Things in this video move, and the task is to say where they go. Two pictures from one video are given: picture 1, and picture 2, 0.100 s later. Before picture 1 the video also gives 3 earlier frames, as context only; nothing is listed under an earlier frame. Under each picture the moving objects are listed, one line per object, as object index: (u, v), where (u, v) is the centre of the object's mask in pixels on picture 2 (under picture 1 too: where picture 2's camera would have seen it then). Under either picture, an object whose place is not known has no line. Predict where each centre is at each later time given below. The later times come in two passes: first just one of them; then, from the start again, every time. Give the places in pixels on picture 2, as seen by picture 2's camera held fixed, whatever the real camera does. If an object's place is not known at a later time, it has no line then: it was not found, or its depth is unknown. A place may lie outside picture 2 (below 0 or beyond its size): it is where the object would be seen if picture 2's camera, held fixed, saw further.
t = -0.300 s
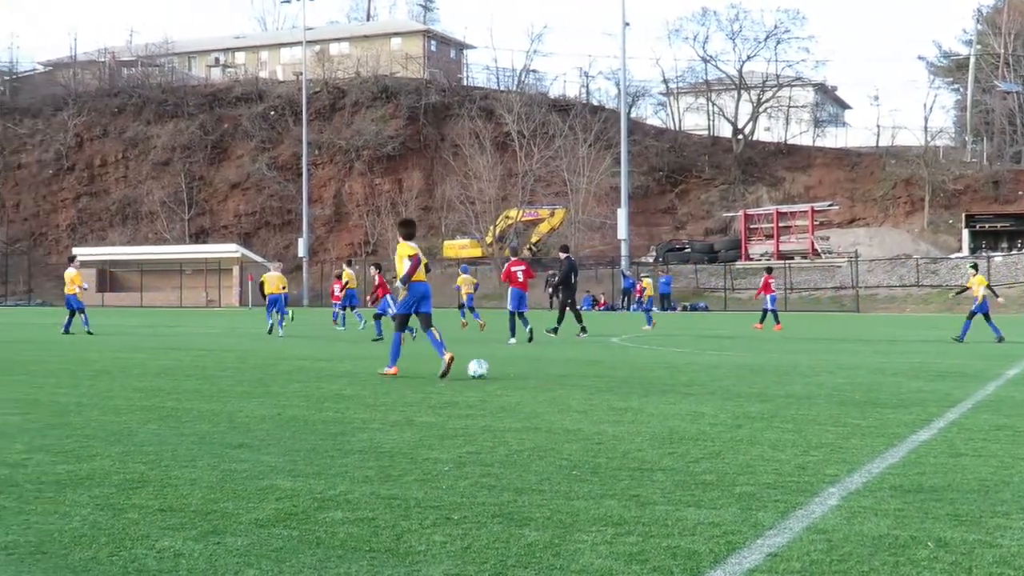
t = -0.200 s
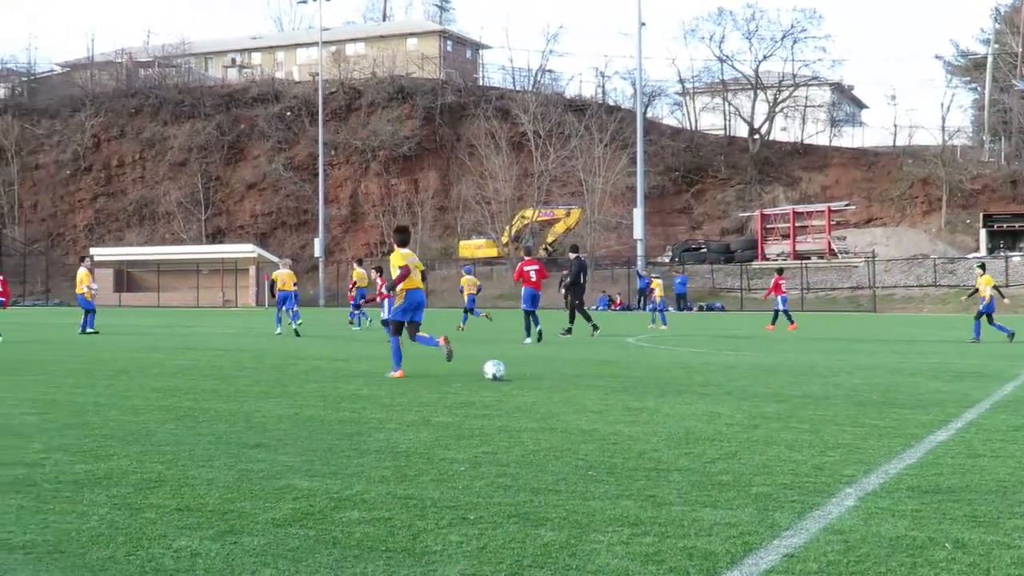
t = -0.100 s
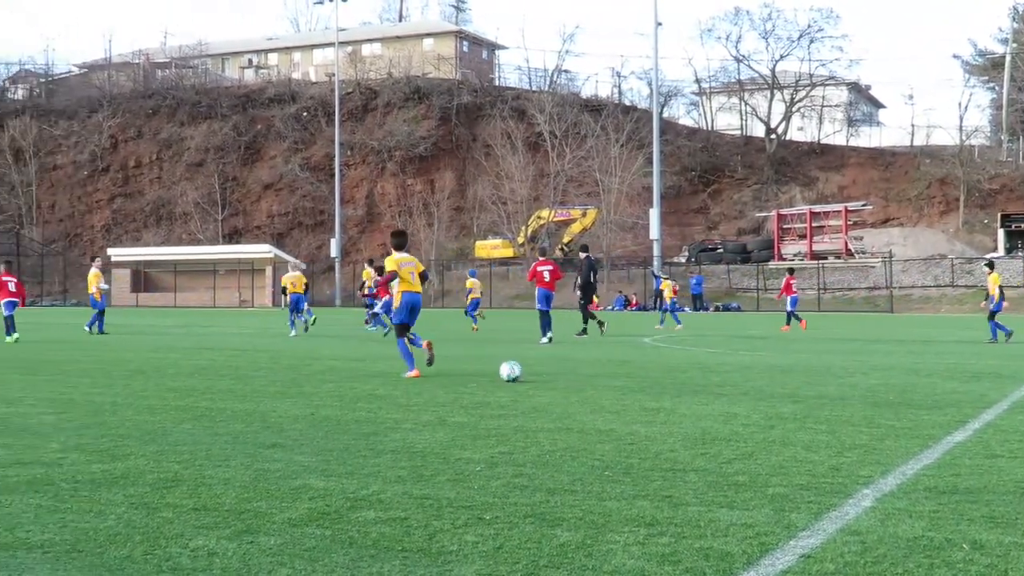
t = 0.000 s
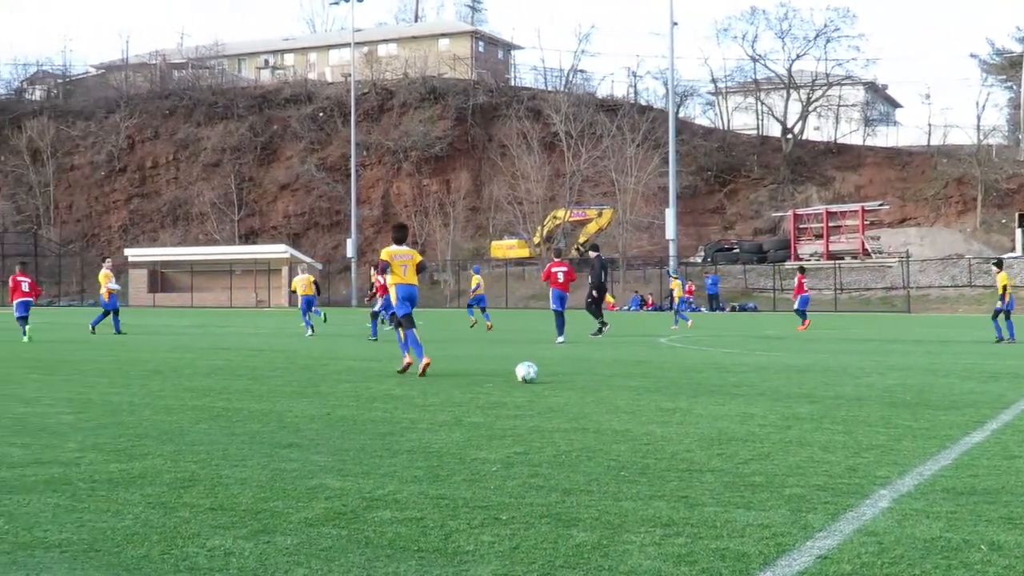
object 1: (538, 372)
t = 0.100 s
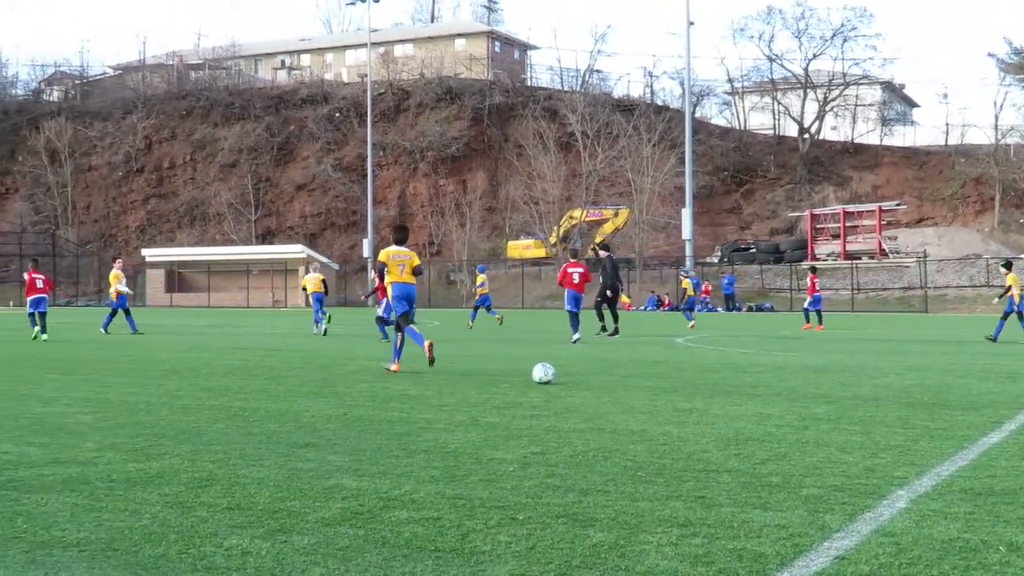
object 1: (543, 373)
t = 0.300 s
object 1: (552, 375)
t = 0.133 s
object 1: (545, 374)
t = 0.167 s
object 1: (546, 374)
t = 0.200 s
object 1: (548, 375)
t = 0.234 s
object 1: (549, 376)
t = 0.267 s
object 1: (551, 376)
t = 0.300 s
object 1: (552, 375)
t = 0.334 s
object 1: (554, 376)
